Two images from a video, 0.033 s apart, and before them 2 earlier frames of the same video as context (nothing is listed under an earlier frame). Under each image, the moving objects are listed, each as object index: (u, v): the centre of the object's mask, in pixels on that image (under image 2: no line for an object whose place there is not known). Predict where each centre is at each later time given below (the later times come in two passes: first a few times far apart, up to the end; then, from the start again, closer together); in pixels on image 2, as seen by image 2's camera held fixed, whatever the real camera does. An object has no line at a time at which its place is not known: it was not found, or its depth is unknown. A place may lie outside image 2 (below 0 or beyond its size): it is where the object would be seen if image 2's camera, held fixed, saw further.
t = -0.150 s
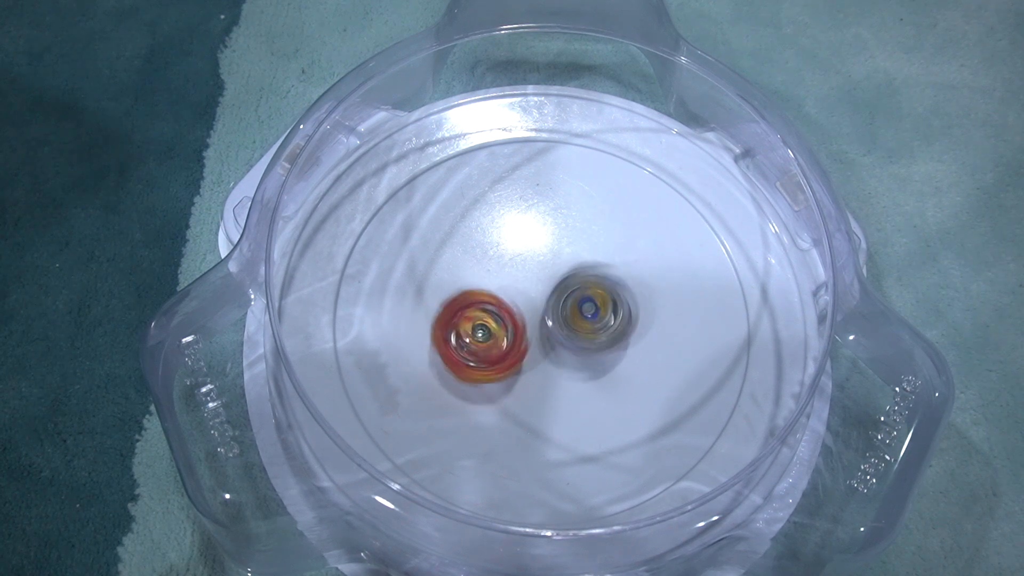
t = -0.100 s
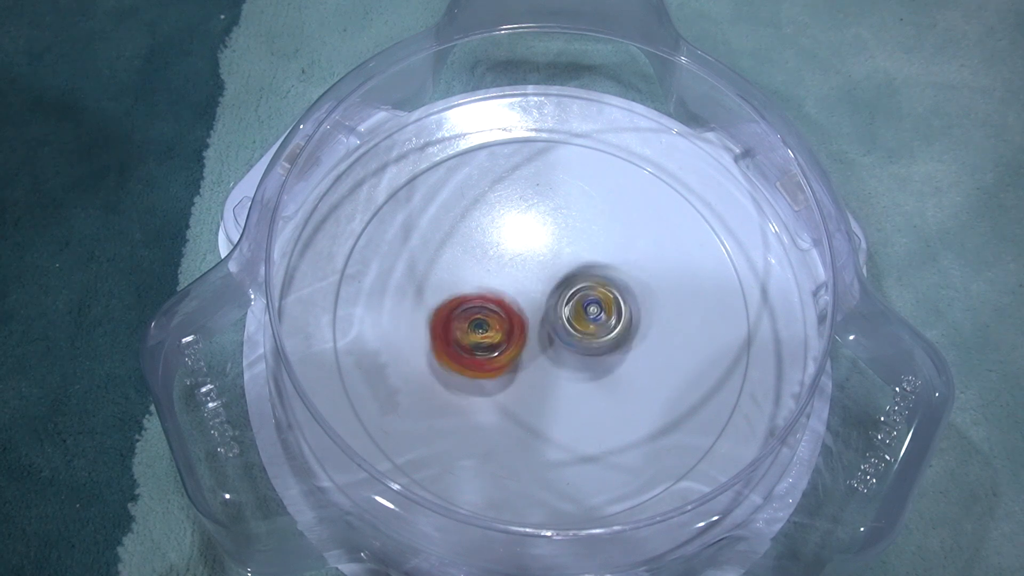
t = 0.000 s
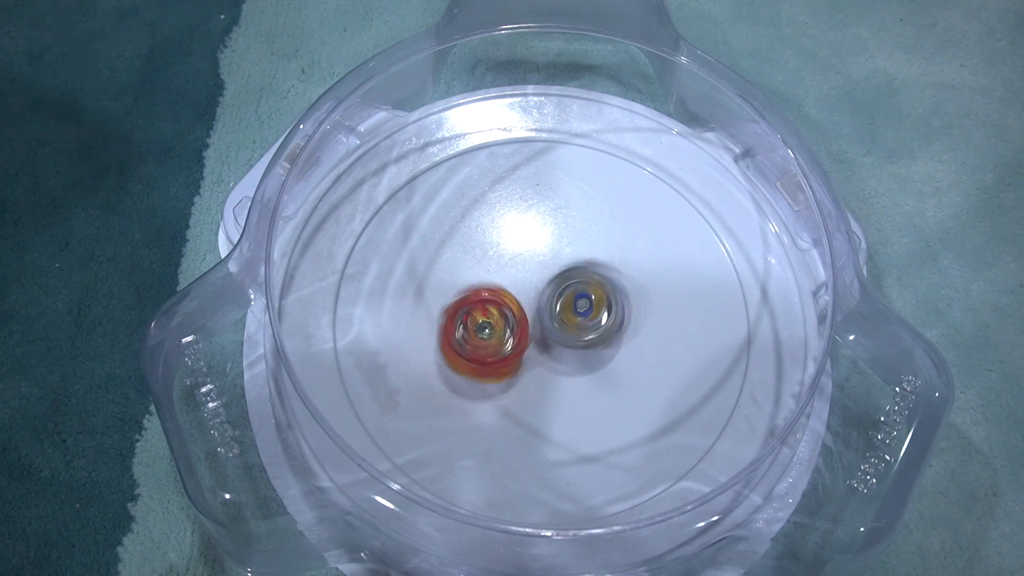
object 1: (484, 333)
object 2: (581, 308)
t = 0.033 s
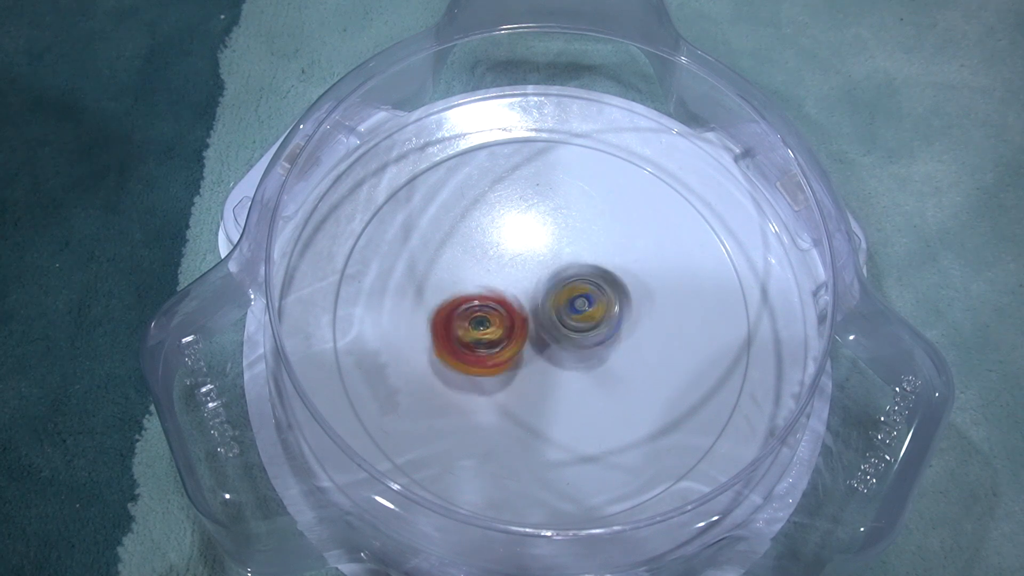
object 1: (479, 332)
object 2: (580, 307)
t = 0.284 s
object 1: (465, 335)
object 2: (567, 299)
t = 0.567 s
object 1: (469, 308)
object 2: (572, 302)
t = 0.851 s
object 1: (467, 303)
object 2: (588, 298)
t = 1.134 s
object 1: (474, 329)
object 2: (597, 311)
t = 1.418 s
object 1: (499, 324)
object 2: (589, 295)
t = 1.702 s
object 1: (515, 310)
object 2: (591, 297)
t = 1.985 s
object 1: (515, 310)
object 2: (591, 297)
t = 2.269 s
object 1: (515, 310)
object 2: (591, 297)
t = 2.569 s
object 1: (515, 310)
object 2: (591, 298)
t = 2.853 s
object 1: (515, 310)
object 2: (591, 298)
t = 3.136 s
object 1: (515, 310)
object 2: (591, 298)
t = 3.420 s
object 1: (515, 310)
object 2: (591, 298)
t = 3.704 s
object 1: (515, 310)
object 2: (591, 298)
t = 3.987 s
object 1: (515, 310)
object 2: (591, 298)
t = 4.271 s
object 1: (515, 310)
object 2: (591, 298)
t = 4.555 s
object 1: (515, 310)
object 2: (591, 298)
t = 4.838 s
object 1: (515, 310)
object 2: (591, 298)
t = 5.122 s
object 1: (515, 310)
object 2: (591, 298)
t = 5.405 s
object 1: (515, 310)
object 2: (591, 298)
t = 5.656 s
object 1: (515, 310)
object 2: (591, 298)
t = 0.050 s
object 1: (480, 332)
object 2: (578, 307)
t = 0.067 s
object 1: (480, 332)
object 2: (578, 305)
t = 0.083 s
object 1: (481, 333)
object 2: (576, 306)
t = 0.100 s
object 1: (477, 335)
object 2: (578, 305)
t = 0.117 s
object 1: (472, 335)
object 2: (578, 302)
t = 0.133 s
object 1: (468, 335)
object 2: (580, 301)
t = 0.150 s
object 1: (465, 335)
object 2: (580, 300)
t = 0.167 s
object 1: (462, 335)
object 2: (579, 298)
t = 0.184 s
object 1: (462, 334)
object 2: (574, 299)
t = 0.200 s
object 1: (462, 333)
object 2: (574, 297)
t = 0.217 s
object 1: (464, 333)
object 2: (573, 298)
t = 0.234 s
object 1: (465, 335)
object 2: (572, 298)
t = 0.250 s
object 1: (463, 335)
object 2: (569, 298)
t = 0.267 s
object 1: (464, 334)
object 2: (569, 298)
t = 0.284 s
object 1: (465, 335)
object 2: (567, 299)
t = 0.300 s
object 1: (465, 332)
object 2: (567, 298)
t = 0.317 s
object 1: (464, 330)
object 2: (564, 300)
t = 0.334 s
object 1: (466, 328)
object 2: (565, 301)
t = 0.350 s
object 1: (469, 327)
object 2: (565, 300)
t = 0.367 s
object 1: (470, 324)
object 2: (560, 301)
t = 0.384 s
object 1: (470, 322)
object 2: (564, 299)
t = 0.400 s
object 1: (471, 319)
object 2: (565, 298)
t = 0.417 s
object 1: (473, 317)
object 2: (563, 298)
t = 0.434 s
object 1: (474, 316)
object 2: (564, 298)
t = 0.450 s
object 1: (472, 315)
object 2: (565, 299)
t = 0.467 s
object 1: (469, 314)
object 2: (565, 299)
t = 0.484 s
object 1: (468, 312)
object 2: (566, 299)
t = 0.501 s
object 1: (468, 311)
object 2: (566, 301)
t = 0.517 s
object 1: (468, 310)
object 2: (568, 301)
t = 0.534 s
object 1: (467, 310)
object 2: (570, 302)
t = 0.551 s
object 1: (467, 309)
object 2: (571, 300)
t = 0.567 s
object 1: (469, 308)
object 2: (572, 302)
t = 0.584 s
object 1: (470, 310)
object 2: (576, 301)
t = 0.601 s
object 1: (470, 309)
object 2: (576, 300)
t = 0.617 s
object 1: (470, 308)
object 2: (575, 299)
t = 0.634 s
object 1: (471, 307)
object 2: (573, 298)
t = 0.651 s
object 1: (473, 306)
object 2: (572, 299)
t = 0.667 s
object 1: (475, 304)
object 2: (572, 299)
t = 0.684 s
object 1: (476, 304)
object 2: (573, 300)
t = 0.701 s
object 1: (476, 303)
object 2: (572, 300)
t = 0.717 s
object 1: (477, 303)
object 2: (570, 301)
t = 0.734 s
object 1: (480, 303)
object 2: (573, 302)
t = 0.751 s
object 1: (476, 304)
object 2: (575, 304)
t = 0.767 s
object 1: (473, 304)
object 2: (578, 305)
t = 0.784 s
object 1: (470, 304)
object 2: (582, 306)
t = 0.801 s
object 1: (469, 303)
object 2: (584, 308)
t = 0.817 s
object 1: (468, 303)
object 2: (588, 303)
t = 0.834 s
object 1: (467, 303)
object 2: (590, 301)
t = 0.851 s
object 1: (467, 303)
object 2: (588, 298)
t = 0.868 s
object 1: (468, 304)
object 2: (589, 302)
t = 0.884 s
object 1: (470, 306)
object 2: (590, 301)
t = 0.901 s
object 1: (471, 307)
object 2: (591, 300)
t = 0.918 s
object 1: (471, 309)
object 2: (592, 301)
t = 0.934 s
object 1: (470, 310)
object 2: (590, 300)
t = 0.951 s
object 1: (469, 310)
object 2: (589, 299)
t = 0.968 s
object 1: (470, 310)
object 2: (586, 300)
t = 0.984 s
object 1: (470, 309)
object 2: (583, 300)
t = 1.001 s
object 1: (472, 309)
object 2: (585, 302)
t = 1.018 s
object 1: (476, 309)
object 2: (581, 304)
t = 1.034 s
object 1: (480, 311)
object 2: (578, 305)
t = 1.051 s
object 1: (485, 312)
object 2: (577, 306)
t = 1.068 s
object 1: (487, 315)
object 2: (576, 309)
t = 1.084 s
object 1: (485, 318)
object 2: (580, 310)
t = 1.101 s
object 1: (481, 322)
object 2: (587, 310)
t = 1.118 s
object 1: (477, 327)
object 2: (591, 311)
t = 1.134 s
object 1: (474, 329)
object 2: (597, 311)
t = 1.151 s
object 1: (471, 331)
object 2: (601, 309)
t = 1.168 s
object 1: (470, 331)
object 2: (604, 307)
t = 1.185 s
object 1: (470, 332)
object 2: (606, 306)
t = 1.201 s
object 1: (470, 332)
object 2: (607, 306)
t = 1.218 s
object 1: (470, 331)
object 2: (604, 304)
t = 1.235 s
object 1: (471, 330)
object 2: (603, 304)
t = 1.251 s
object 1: (474, 329)
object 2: (601, 303)
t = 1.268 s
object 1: (476, 329)
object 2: (600, 302)
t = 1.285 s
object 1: (477, 328)
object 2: (597, 301)
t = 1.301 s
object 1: (480, 327)
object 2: (595, 300)
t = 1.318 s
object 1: (482, 326)
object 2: (593, 300)
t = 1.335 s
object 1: (485, 325)
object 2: (591, 300)
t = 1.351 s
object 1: (489, 325)
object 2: (589, 298)
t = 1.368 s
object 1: (491, 325)
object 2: (589, 296)
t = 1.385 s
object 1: (494, 325)
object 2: (589, 295)
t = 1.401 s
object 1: (496, 324)
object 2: (589, 295)
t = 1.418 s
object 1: (499, 324)
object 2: (589, 295)
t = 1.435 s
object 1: (500, 324)
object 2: (589, 295)
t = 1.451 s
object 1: (502, 323)
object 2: (589, 295)
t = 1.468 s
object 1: (503, 321)
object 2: (589, 295)
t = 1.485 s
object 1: (504, 320)
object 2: (589, 296)
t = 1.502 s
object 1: (506, 319)
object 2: (589, 296)
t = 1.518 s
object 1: (508, 318)
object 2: (589, 296)
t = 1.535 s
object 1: (511, 317)
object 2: (590, 296)
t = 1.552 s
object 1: (513, 316)
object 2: (590, 297)
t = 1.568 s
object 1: (514, 314)
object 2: (590, 297)
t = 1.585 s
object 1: (514, 313)
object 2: (591, 296)
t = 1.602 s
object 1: (515, 311)
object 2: (591, 297)
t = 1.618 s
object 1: (516, 310)
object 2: (591, 297)
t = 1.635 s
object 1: (516, 310)
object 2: (591, 297)
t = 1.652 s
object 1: (516, 310)
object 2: (591, 297)
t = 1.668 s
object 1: (515, 310)
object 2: (591, 297)
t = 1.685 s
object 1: (515, 310)
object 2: (591, 297)
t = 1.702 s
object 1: (515, 310)
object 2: (591, 297)
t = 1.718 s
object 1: (515, 310)
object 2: (591, 297)
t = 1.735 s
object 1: (515, 310)
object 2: (591, 297)
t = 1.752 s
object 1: (515, 310)
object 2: (591, 297)
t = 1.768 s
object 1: (515, 310)
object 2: (591, 296)
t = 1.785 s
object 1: (515, 310)
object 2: (591, 296)
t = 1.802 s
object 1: (515, 310)
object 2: (591, 296)
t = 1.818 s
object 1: (515, 310)
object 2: (591, 296)
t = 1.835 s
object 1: (515, 310)
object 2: (591, 296)
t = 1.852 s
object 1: (515, 310)
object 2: (591, 297)
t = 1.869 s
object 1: (515, 310)
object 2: (591, 297)
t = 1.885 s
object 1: (515, 310)
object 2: (591, 297)
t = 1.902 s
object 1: (515, 310)
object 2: (591, 297)
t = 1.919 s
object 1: (515, 310)
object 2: (591, 297)
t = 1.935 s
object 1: (515, 310)
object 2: (591, 297)
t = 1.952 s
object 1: (515, 310)
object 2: (591, 297)
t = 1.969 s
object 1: (515, 310)
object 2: (591, 297)
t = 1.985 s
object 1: (515, 310)
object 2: (591, 297)
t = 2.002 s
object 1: (515, 310)
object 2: (591, 297)
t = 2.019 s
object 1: (515, 310)
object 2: (591, 297)
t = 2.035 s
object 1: (515, 310)
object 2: (591, 297)
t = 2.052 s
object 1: (515, 310)
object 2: (591, 297)
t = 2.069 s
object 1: (515, 310)
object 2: (591, 297)
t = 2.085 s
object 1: (515, 310)
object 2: (591, 297)
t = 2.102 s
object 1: (515, 310)
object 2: (591, 297)
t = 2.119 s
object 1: (515, 310)
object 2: (591, 297)
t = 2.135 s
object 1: (515, 310)
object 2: (591, 297)
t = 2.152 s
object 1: (515, 310)
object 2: (591, 297)
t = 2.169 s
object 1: (515, 310)
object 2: (591, 297)
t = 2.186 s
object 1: (515, 310)
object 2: (591, 297)
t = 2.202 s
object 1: (515, 310)
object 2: (591, 297)
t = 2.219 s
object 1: (515, 310)
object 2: (591, 297)
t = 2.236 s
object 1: (515, 310)
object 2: (591, 297)
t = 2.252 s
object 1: (515, 310)
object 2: (591, 297)
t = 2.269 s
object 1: (515, 310)
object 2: (591, 297)
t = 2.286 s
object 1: (515, 310)
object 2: (591, 297)
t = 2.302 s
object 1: (515, 310)
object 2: (591, 297)
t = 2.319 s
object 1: (515, 310)
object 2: (591, 297)
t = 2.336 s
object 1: (515, 310)
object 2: (591, 297)
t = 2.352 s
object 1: (515, 310)
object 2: (591, 297)
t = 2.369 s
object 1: (515, 310)
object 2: (591, 297)
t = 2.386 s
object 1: (515, 310)
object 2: (591, 297)
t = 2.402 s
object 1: (515, 310)
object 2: (591, 297)
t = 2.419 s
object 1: (515, 310)
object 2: (591, 297)
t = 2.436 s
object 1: (515, 310)
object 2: (591, 297)
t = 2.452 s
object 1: (515, 310)
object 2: (591, 297)
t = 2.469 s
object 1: (515, 310)
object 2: (591, 297)
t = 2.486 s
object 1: (515, 310)
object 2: (591, 297)
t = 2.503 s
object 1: (515, 310)
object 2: (591, 297)
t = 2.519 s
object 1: (515, 310)
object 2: (591, 297)
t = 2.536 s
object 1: (515, 310)
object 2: (591, 297)
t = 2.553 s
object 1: (515, 310)
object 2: (591, 298)
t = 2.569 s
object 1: (515, 310)
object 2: (591, 298)
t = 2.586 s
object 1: (515, 310)
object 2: (591, 298)
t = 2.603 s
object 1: (515, 310)
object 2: (591, 298)
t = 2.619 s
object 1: (515, 310)
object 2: (591, 298)
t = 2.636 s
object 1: (515, 310)
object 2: (591, 298)
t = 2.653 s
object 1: (515, 310)
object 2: (591, 298)
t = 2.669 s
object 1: (515, 310)
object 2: (591, 298)
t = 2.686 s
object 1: (515, 310)
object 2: (591, 299)
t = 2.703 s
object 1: (515, 310)
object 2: (591, 299)
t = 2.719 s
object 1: (515, 310)
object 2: (591, 299)
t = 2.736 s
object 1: (515, 310)
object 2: (591, 298)
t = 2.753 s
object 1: (515, 310)
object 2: (591, 298)
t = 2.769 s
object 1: (515, 310)
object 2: (591, 298)
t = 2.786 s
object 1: (515, 310)
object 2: (591, 298)
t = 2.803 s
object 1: (515, 310)
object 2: (591, 298)
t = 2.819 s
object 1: (515, 310)
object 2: (591, 298)
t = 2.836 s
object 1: (515, 310)
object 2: (591, 298)
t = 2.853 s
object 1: (515, 310)
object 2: (591, 298)
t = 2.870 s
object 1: (515, 310)
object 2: (591, 298)
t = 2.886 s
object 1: (515, 310)
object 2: (591, 298)
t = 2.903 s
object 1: (515, 310)
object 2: (591, 298)
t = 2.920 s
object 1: (515, 310)
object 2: (591, 298)
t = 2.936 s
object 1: (515, 310)
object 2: (591, 298)
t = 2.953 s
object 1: (515, 310)
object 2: (591, 298)
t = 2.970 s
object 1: (515, 310)
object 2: (591, 298)
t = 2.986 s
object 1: (515, 310)
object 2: (591, 298)
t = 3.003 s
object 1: (515, 310)
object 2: (591, 298)
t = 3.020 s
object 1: (515, 310)
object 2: (591, 298)
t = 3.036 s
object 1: (515, 310)
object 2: (591, 298)
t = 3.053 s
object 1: (515, 310)
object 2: (591, 298)
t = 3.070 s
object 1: (515, 310)
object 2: (591, 298)
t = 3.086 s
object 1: (515, 310)
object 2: (591, 298)
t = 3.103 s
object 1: (515, 310)
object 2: (591, 298)
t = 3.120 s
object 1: (515, 310)
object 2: (591, 298)
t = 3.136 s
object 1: (515, 310)
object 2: (591, 298)
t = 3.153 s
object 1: (515, 310)
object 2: (591, 298)
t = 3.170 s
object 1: (515, 310)
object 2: (591, 298)
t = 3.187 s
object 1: (515, 310)
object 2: (591, 298)
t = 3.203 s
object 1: (515, 310)
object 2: (591, 298)
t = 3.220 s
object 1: (515, 310)
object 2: (591, 298)
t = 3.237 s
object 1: (515, 310)
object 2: (591, 298)
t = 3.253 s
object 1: (515, 310)
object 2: (591, 298)
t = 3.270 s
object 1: (515, 310)
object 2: (591, 298)
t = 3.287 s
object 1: (515, 310)
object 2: (591, 298)
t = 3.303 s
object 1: (515, 310)
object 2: (591, 298)
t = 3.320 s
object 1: (515, 310)
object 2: (591, 298)
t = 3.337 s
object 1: (515, 310)
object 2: (591, 298)
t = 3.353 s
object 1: (515, 310)
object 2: (591, 298)
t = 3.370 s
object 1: (515, 310)
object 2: (591, 298)
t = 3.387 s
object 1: (515, 310)
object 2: (591, 298)
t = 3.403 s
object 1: (515, 310)
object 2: (591, 298)
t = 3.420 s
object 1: (515, 310)
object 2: (591, 298)
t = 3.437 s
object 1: (515, 310)
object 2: (591, 298)
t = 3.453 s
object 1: (515, 310)
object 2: (591, 298)
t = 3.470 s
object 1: (515, 310)
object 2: (591, 298)
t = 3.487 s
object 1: (515, 310)
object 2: (591, 298)
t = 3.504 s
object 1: (515, 310)
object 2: (591, 298)
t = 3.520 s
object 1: (515, 310)
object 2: (591, 298)
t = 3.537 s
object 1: (515, 310)
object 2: (591, 298)
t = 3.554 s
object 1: (515, 310)
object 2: (591, 298)
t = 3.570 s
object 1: (515, 310)
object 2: (591, 298)
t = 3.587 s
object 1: (515, 310)
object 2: (591, 298)
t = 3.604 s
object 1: (515, 310)
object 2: (591, 298)
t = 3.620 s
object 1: (515, 310)
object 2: (591, 298)
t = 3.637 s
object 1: (515, 310)
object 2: (591, 298)
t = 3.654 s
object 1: (515, 310)
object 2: (591, 298)
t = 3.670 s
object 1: (515, 310)
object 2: (591, 298)
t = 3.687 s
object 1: (515, 310)
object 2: (591, 298)
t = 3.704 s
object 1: (515, 310)
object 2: (591, 298)
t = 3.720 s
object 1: (515, 310)
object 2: (591, 298)
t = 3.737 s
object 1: (515, 310)
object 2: (591, 298)
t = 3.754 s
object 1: (515, 310)
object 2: (591, 298)
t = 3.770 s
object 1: (515, 310)
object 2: (591, 298)
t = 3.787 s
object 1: (515, 310)
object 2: (591, 298)
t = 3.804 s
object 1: (515, 310)
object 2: (591, 298)
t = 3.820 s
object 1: (515, 310)
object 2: (591, 298)
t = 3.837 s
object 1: (515, 310)
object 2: (591, 298)
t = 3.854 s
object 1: (515, 310)
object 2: (591, 298)
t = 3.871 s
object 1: (515, 310)
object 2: (591, 298)
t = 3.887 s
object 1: (515, 310)
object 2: (591, 298)
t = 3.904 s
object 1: (515, 310)
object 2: (591, 298)
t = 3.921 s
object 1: (515, 310)
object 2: (591, 298)
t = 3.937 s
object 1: (515, 310)
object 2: (591, 298)
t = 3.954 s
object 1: (515, 310)
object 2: (591, 298)
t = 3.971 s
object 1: (515, 310)
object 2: (591, 298)
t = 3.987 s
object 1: (515, 310)
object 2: (591, 298)
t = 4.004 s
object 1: (515, 310)
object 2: (591, 298)
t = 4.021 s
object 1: (515, 310)
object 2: (591, 298)
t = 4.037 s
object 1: (515, 310)
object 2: (591, 298)
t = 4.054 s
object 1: (515, 310)
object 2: (591, 298)
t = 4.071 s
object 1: (515, 310)
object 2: (591, 298)
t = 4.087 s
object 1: (515, 310)
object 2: (591, 298)
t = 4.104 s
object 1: (515, 310)
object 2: (591, 298)
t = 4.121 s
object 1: (515, 310)
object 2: (591, 298)
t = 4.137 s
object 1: (515, 310)
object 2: (591, 298)
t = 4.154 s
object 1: (515, 310)
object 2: (591, 298)
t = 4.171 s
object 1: (515, 310)
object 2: (591, 298)
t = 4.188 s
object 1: (515, 310)
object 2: (591, 298)
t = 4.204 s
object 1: (515, 310)
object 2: (591, 298)
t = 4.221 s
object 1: (515, 310)
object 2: (591, 298)
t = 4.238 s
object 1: (515, 310)
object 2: (591, 298)
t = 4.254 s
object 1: (515, 310)
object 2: (591, 298)
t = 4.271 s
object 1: (515, 310)
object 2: (591, 298)
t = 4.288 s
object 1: (515, 310)
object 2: (591, 298)
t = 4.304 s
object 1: (515, 310)
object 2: (591, 298)
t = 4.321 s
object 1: (515, 310)
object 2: (591, 298)
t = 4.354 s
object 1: (515, 310)
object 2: (591, 298)
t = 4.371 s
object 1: (515, 310)
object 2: (591, 298)
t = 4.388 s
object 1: (515, 310)
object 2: (591, 298)
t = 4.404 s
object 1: (515, 310)
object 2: (591, 298)
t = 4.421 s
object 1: (515, 310)
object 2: (591, 298)
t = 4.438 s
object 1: (515, 310)
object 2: (591, 298)
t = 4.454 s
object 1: (515, 310)
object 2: (591, 298)
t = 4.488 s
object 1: (515, 310)
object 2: (591, 298)
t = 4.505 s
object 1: (515, 310)
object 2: (591, 298)
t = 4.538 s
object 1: (515, 310)
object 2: (591, 298)
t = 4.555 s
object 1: (515, 310)
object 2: (591, 298)
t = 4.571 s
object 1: (515, 310)
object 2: (591, 298)
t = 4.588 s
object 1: (515, 310)
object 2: (591, 298)
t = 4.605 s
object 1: (515, 310)
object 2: (591, 298)
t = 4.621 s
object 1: (515, 310)
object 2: (591, 298)
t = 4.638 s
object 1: (515, 310)
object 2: (591, 298)
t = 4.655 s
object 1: (515, 310)
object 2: (591, 298)
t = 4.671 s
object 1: (515, 310)
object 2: (591, 298)
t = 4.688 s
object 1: (515, 310)
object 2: (591, 298)
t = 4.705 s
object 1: (515, 310)
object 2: (591, 298)
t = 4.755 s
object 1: (515, 310)
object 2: (591, 298)
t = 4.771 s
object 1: (515, 310)
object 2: (591, 298)
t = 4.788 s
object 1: (515, 310)
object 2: (591, 298)
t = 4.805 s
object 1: (515, 310)
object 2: (591, 298)
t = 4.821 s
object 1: (515, 310)
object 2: (591, 298)
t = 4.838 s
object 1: (515, 310)
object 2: (591, 298)
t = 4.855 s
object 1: (515, 310)
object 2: (591, 298)
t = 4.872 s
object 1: (515, 310)
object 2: (591, 298)
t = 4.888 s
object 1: (515, 310)
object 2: (591, 298)
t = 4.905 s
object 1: (515, 310)
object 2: (591, 298)
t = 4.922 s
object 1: (515, 310)
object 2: (591, 298)
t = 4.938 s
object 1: (515, 310)
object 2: (591, 298)
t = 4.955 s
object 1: (515, 310)
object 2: (591, 298)
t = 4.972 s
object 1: (515, 310)
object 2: (591, 298)
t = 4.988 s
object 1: (515, 310)
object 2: (591, 298)
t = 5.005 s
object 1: (515, 310)
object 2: (591, 298)
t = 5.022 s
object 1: (515, 310)
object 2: (591, 298)
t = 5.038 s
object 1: (515, 310)
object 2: (591, 298)
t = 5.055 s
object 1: (515, 310)
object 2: (591, 298)
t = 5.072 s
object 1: (515, 310)
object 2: (591, 298)
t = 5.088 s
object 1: (515, 310)
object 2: (591, 298)
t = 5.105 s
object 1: (515, 310)
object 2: (591, 298)
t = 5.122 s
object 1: (515, 310)
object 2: (591, 298)
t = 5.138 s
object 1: (515, 310)
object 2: (591, 298)
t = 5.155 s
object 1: (515, 310)
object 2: (591, 298)
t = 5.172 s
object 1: (515, 310)
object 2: (591, 298)
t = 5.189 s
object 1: (515, 310)
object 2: (591, 298)
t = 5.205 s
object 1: (515, 310)
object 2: (591, 298)
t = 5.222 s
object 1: (515, 310)
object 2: (591, 298)
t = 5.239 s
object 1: (515, 310)
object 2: (591, 298)
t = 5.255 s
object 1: (515, 310)
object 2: (591, 298)
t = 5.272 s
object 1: (515, 310)
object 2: (591, 298)
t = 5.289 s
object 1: (515, 310)
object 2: (591, 298)
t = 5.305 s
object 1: (515, 310)
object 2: (591, 298)
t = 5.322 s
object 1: (515, 310)
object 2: (591, 298)
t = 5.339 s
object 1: (515, 310)
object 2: (591, 298)
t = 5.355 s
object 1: (515, 310)
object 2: (591, 298)
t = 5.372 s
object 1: (515, 310)
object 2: (591, 298)
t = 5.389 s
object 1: (515, 310)
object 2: (591, 298)
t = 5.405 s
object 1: (515, 310)
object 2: (591, 298)
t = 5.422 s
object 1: (515, 310)
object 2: (591, 298)
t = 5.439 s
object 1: (515, 310)
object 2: (591, 298)
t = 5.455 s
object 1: (515, 310)
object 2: (591, 298)
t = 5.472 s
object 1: (515, 310)
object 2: (591, 298)
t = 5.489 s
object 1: (515, 310)
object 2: (591, 298)
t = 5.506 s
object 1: (515, 310)
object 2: (591, 298)
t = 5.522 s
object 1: (515, 310)
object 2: (591, 298)
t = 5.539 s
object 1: (515, 310)
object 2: (591, 298)
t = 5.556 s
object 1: (515, 310)
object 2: (591, 298)
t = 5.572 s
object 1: (515, 310)
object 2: (591, 298)
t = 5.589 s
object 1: (515, 310)
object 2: (591, 298)
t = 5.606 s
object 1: (515, 310)
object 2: (591, 298)
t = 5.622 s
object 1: (515, 310)
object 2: (591, 298)
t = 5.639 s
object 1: (515, 310)
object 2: (591, 298)
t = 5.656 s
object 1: (515, 310)
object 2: (591, 298)
